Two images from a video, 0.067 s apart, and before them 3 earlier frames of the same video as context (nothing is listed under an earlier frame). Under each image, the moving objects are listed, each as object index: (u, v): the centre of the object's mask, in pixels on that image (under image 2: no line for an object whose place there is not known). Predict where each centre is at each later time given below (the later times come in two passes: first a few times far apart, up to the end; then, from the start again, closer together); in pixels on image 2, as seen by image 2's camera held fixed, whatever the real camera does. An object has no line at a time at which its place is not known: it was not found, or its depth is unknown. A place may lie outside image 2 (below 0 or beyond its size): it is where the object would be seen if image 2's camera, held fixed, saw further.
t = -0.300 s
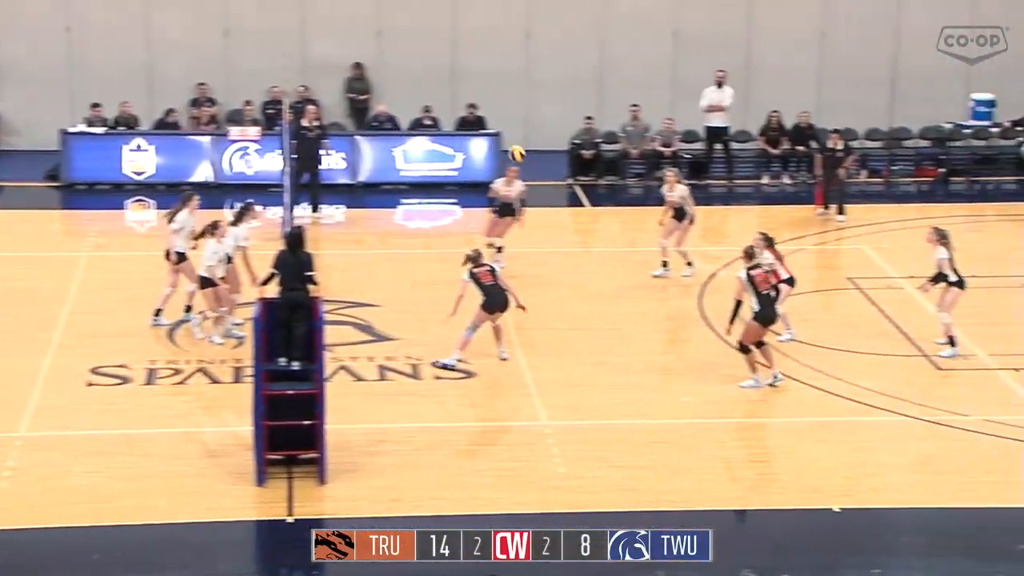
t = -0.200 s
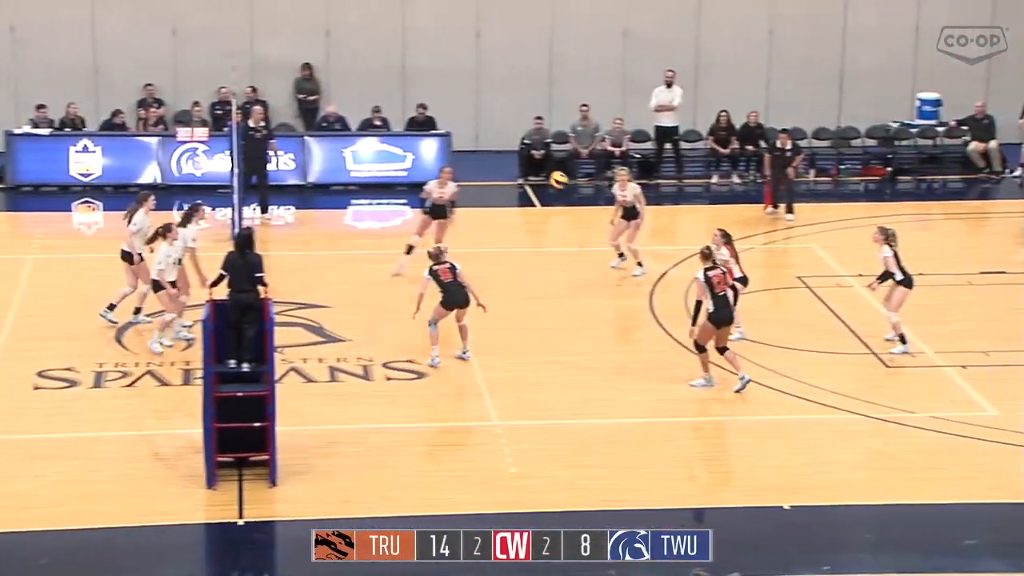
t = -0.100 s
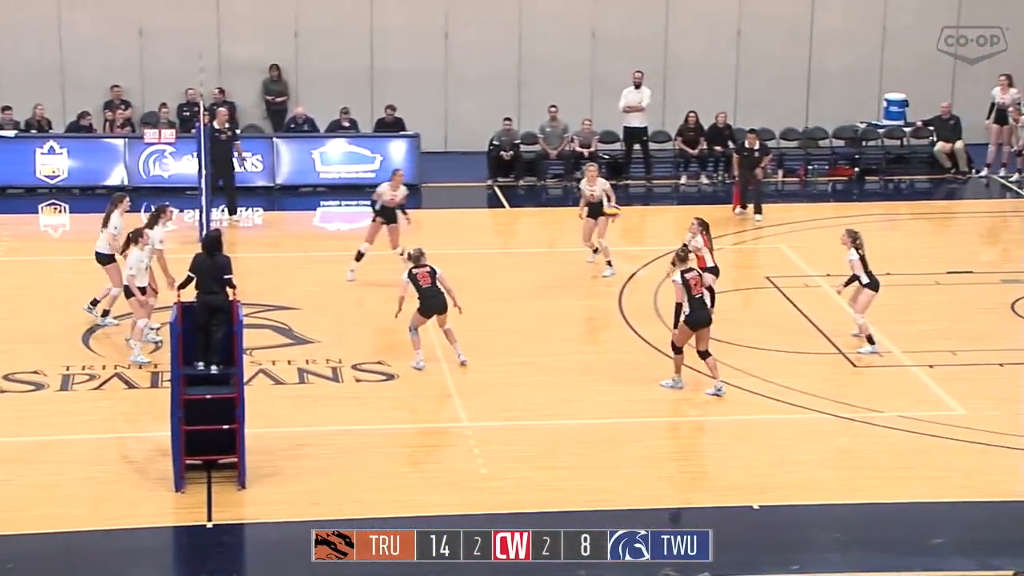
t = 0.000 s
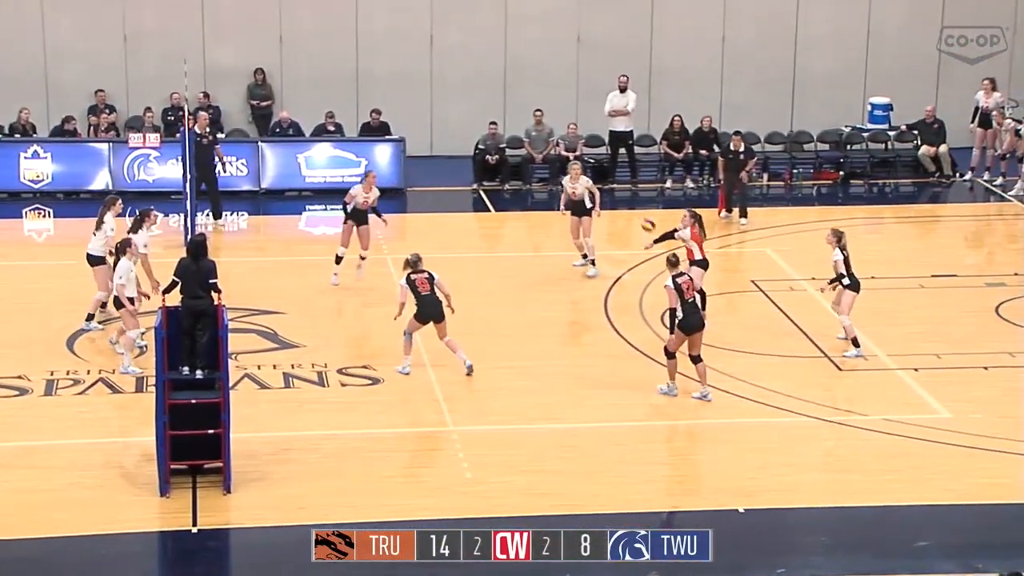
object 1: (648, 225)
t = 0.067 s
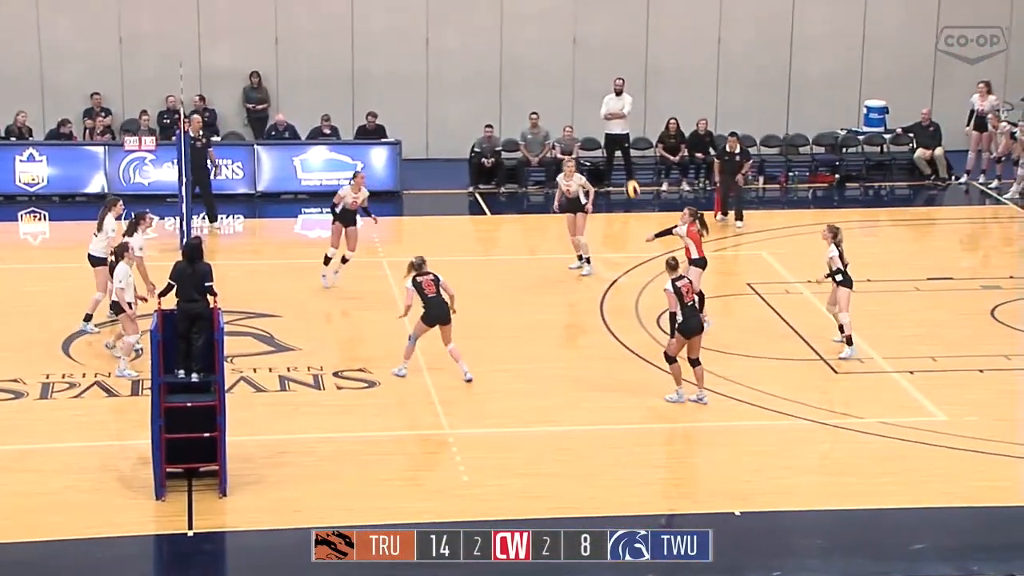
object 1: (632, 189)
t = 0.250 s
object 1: (597, 103)
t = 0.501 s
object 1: (553, 26)
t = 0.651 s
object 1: (529, 2)
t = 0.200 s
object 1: (608, 123)
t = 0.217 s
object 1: (604, 117)
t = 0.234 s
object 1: (600, 110)
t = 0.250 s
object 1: (597, 103)
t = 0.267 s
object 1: (595, 97)
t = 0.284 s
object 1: (592, 90)
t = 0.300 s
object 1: (589, 83)
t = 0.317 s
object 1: (585, 77)
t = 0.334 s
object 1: (582, 71)
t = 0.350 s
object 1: (580, 66)
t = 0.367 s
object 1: (576, 60)
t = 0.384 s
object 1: (573, 55)
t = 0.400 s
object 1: (571, 50)
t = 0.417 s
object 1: (568, 46)
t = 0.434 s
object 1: (564, 41)
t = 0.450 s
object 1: (562, 37)
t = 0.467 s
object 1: (559, 33)
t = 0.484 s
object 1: (556, 29)
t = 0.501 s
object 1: (553, 26)
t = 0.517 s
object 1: (550, 22)
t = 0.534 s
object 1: (549, 18)
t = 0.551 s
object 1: (546, 16)
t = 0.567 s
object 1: (544, 13)
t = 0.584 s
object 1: (541, 10)
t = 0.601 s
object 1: (538, 8)
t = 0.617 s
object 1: (535, 6)
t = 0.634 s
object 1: (532, 4)
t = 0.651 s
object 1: (529, 2)
